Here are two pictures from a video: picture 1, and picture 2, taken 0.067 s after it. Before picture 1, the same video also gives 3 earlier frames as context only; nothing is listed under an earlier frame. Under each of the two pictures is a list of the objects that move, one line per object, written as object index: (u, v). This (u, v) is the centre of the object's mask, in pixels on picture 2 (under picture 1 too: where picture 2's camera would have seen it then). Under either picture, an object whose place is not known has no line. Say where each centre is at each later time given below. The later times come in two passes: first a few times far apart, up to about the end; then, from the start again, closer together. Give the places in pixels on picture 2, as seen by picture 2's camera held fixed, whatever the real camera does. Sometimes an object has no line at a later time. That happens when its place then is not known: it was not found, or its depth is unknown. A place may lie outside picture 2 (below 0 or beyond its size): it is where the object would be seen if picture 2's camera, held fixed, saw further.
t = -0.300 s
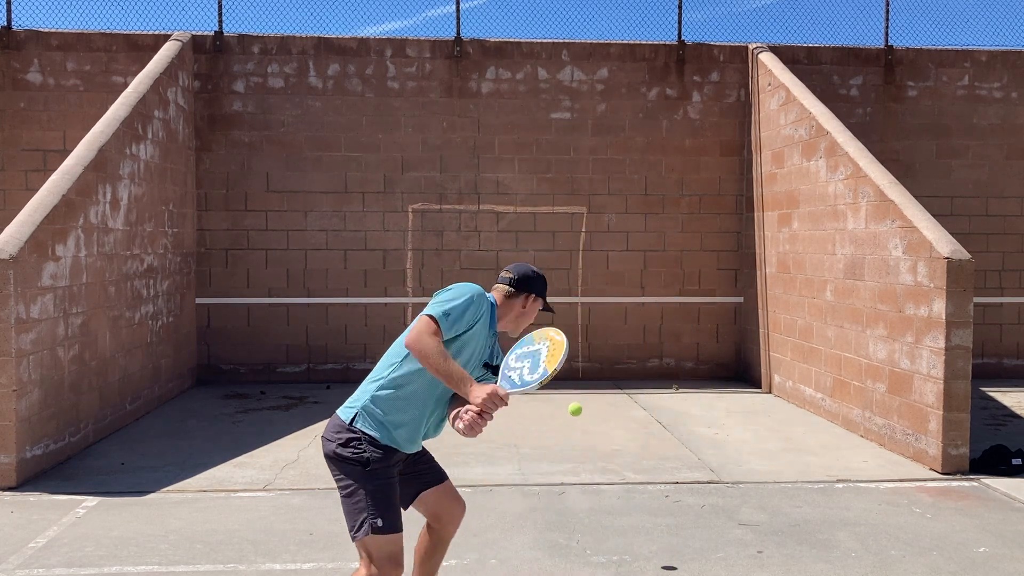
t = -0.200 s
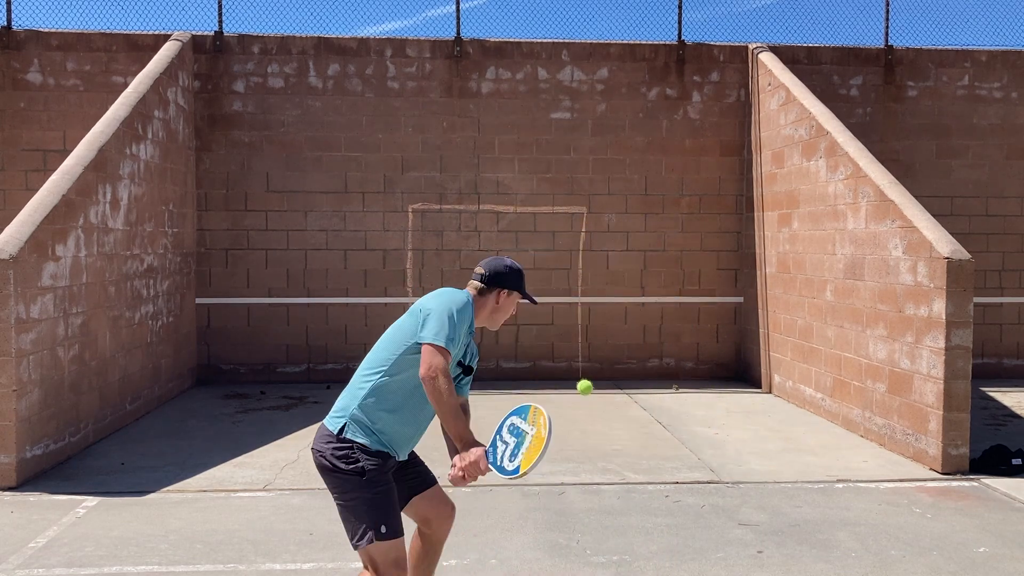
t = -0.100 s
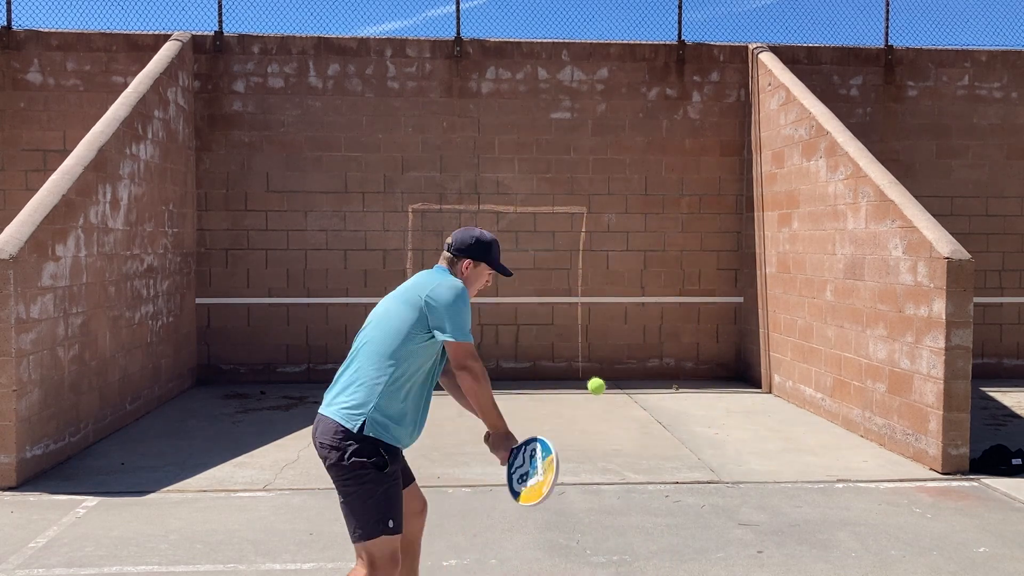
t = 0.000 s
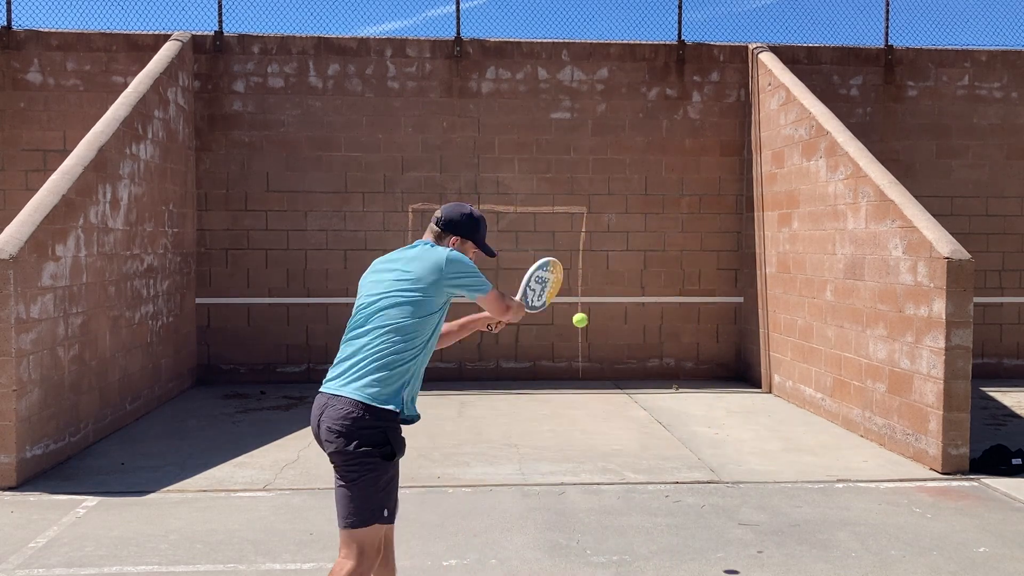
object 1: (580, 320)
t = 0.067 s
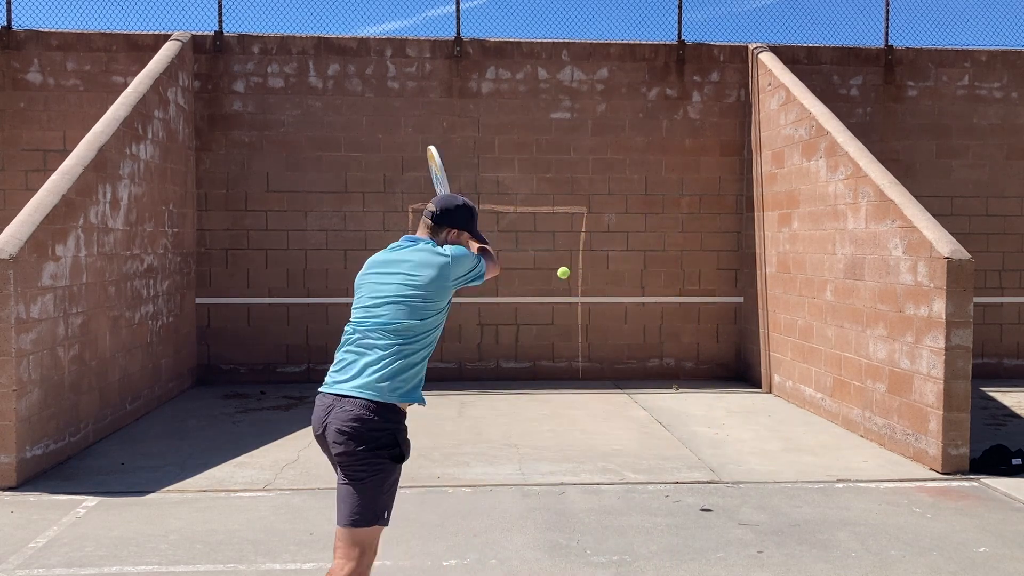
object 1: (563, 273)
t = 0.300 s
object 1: (536, 231)
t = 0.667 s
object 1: (567, 282)
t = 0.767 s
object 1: (586, 328)
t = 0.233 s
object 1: (541, 232)
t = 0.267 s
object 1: (538, 231)
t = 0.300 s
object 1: (536, 231)
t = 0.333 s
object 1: (534, 233)
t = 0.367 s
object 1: (532, 235)
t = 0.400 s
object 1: (532, 237)
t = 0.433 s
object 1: (535, 238)
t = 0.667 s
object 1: (567, 282)
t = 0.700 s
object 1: (573, 295)
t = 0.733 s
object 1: (579, 310)
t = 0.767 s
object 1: (586, 328)
